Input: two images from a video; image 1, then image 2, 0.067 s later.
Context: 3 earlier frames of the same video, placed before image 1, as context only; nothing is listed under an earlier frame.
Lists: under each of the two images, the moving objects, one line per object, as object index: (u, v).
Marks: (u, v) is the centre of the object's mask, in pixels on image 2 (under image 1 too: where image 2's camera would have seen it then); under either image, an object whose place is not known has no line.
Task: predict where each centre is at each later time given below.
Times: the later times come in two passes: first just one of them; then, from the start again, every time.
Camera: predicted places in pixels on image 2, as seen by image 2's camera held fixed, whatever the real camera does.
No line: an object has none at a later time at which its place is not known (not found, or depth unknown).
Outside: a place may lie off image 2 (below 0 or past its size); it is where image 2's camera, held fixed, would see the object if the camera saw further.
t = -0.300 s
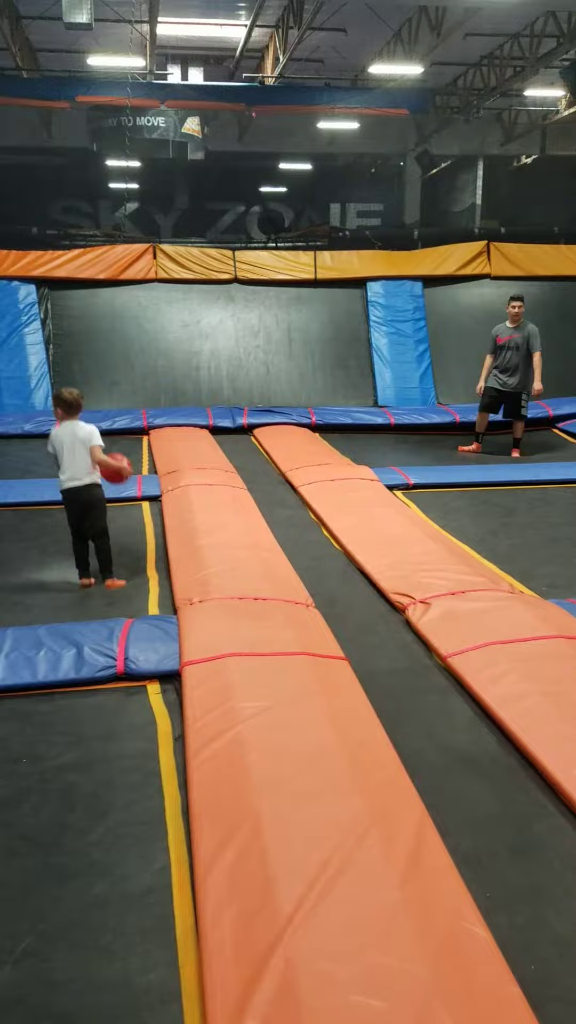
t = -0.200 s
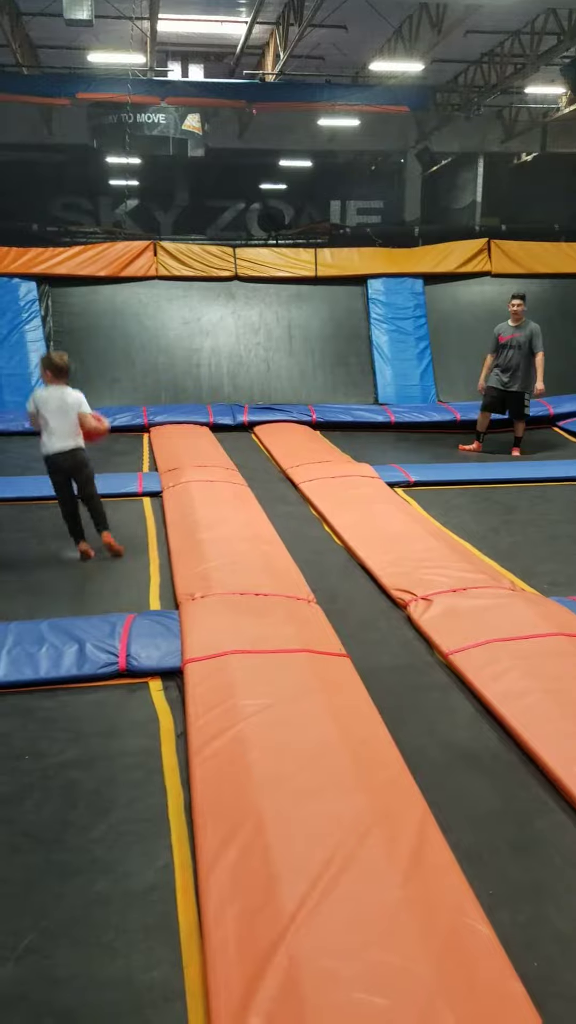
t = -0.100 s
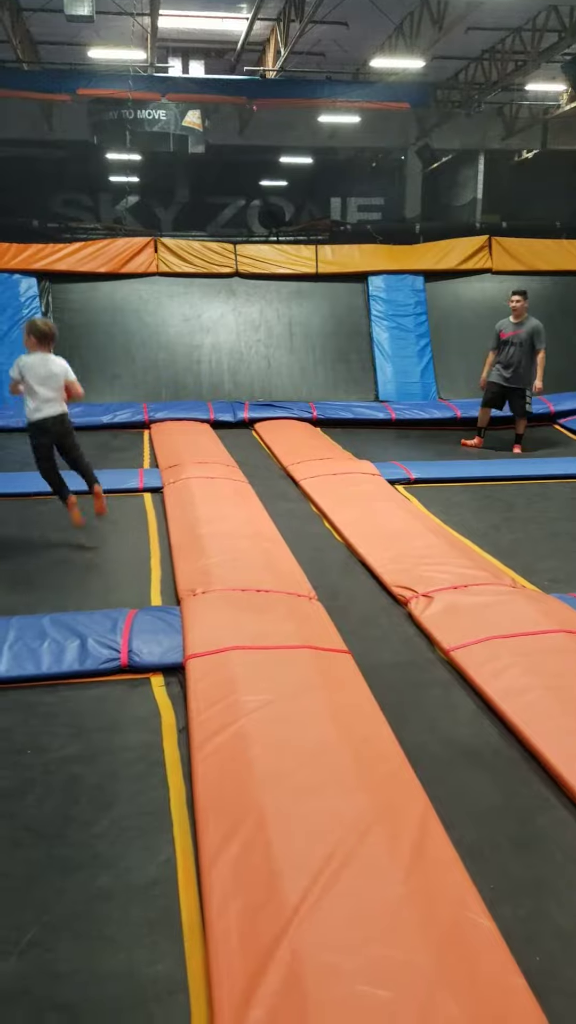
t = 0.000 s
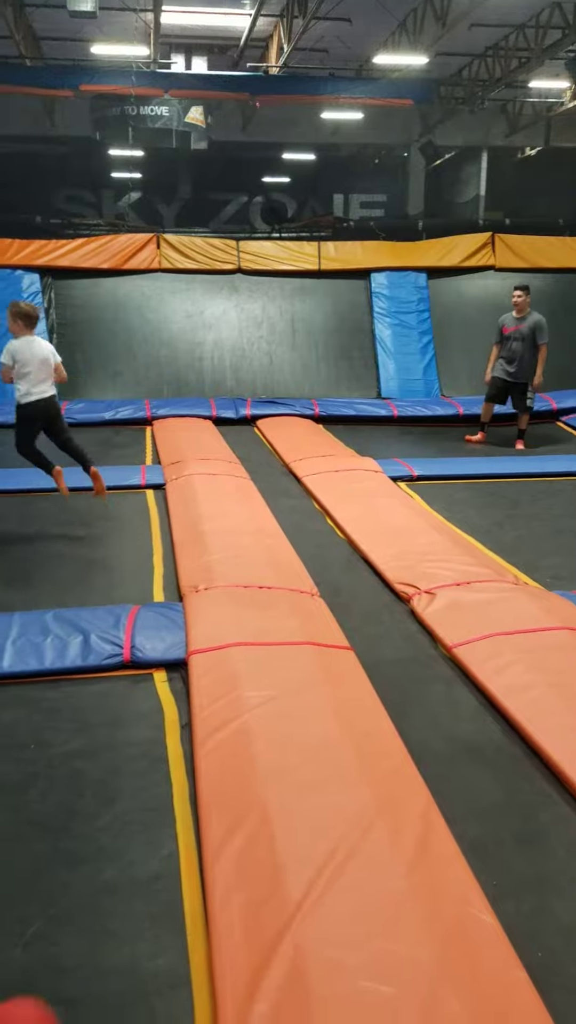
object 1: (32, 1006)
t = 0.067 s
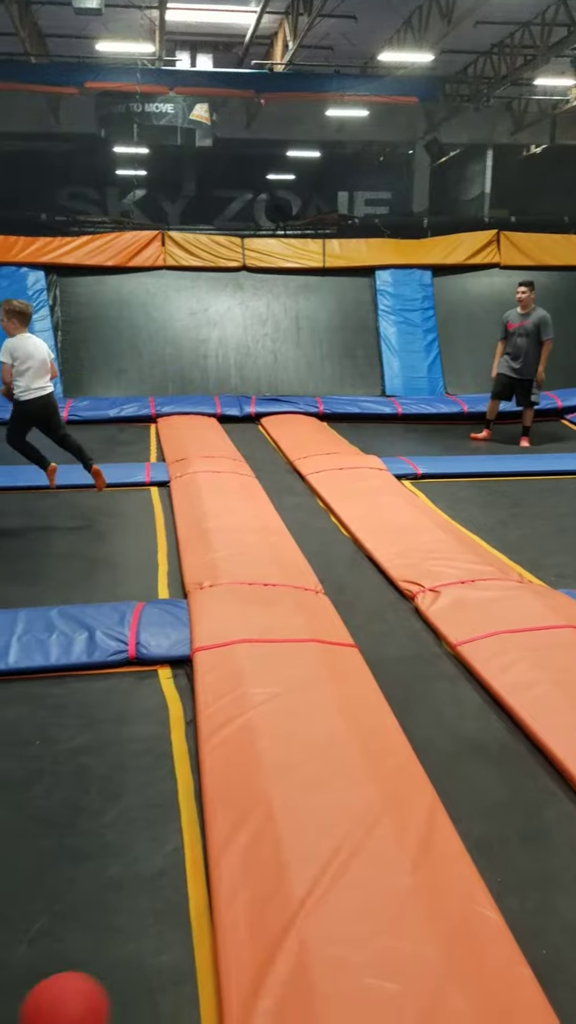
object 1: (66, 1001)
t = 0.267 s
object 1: (180, 982)
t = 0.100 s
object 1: (87, 1001)
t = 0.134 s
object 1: (106, 1002)
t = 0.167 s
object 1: (127, 1003)
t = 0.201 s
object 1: (145, 997)
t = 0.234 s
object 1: (161, 990)
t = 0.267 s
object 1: (180, 982)
